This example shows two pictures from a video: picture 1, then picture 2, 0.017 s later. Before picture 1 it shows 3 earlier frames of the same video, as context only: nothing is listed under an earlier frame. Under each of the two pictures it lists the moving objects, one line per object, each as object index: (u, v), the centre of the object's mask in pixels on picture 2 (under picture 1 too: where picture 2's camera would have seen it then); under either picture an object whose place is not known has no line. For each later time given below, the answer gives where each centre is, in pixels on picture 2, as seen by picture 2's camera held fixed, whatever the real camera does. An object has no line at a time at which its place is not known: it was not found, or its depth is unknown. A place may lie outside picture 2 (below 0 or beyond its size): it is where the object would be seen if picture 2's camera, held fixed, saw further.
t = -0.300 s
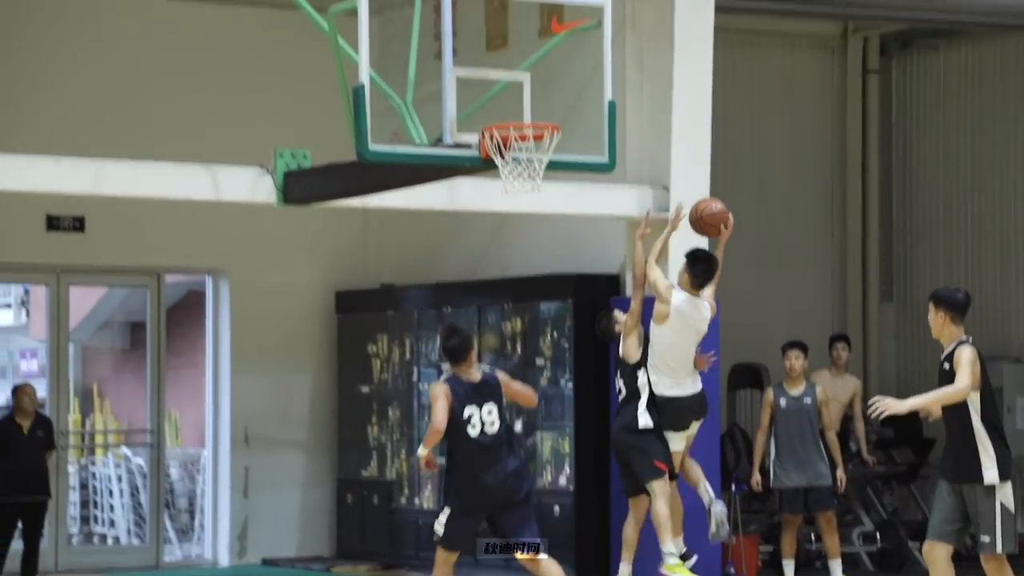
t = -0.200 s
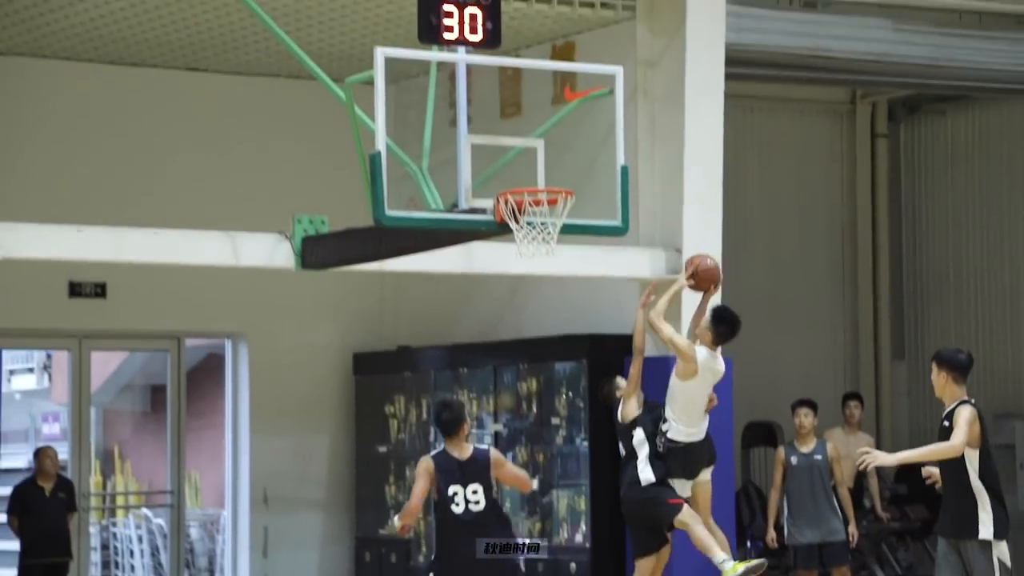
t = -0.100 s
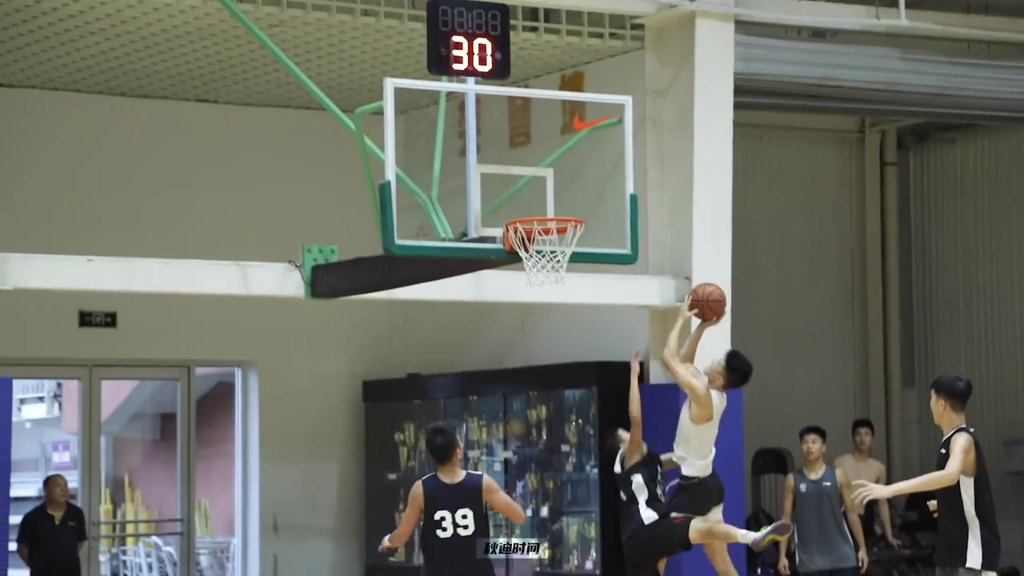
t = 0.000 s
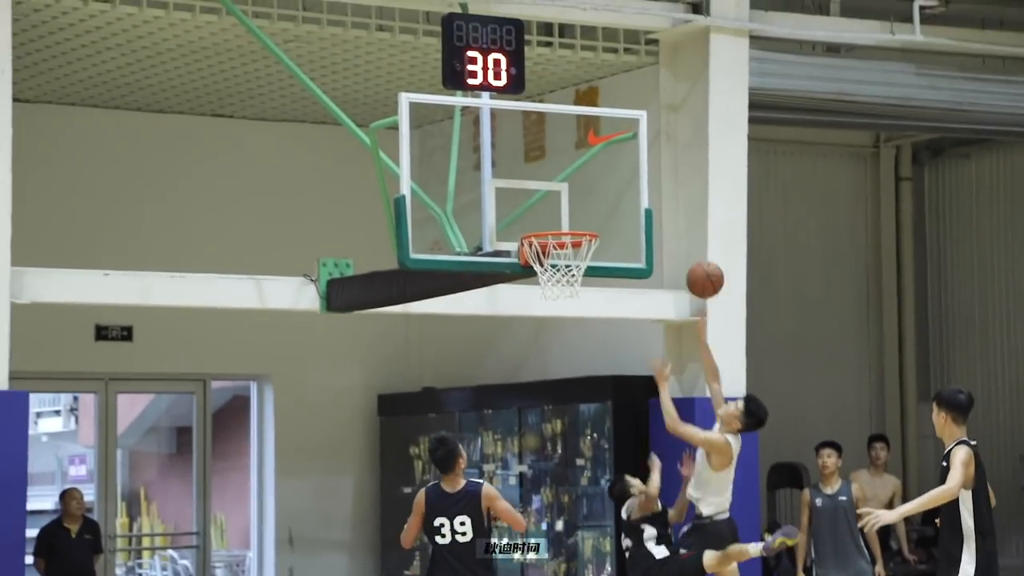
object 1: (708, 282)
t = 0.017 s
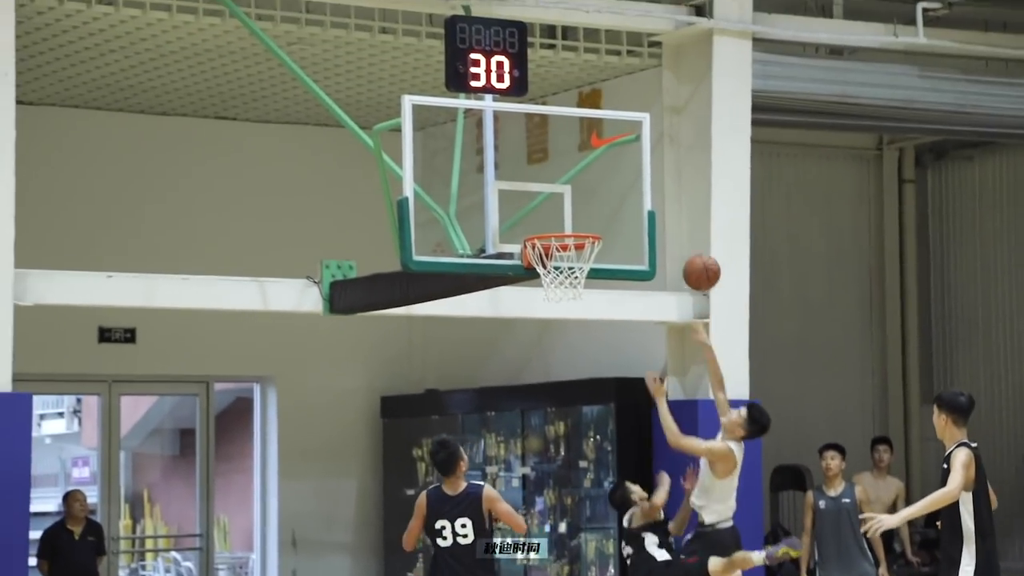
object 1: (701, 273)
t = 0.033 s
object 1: (695, 264)
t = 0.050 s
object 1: (688, 255)
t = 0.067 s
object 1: (682, 246)
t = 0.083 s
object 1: (675, 238)
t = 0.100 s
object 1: (668, 231)
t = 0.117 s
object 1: (661, 223)
